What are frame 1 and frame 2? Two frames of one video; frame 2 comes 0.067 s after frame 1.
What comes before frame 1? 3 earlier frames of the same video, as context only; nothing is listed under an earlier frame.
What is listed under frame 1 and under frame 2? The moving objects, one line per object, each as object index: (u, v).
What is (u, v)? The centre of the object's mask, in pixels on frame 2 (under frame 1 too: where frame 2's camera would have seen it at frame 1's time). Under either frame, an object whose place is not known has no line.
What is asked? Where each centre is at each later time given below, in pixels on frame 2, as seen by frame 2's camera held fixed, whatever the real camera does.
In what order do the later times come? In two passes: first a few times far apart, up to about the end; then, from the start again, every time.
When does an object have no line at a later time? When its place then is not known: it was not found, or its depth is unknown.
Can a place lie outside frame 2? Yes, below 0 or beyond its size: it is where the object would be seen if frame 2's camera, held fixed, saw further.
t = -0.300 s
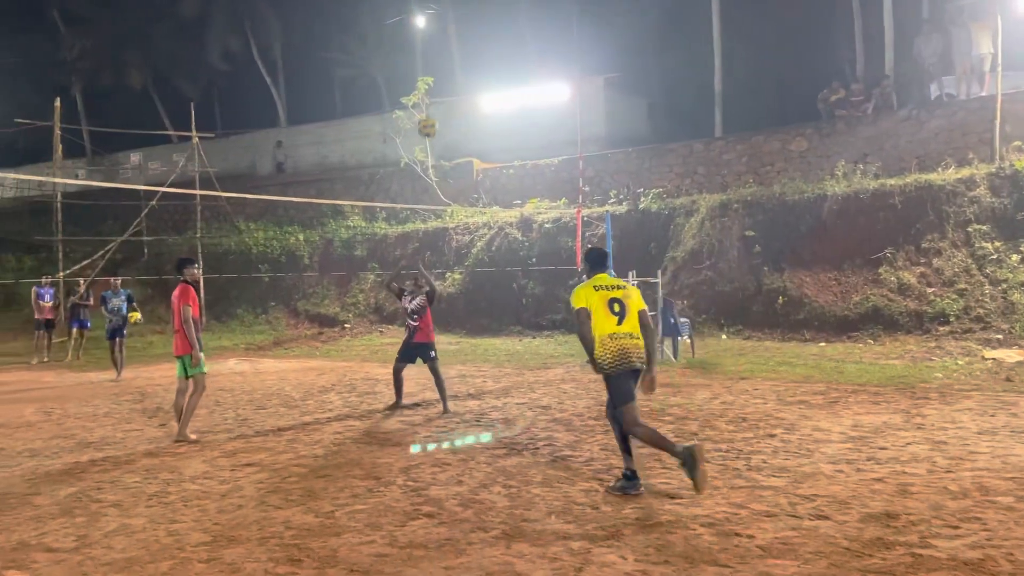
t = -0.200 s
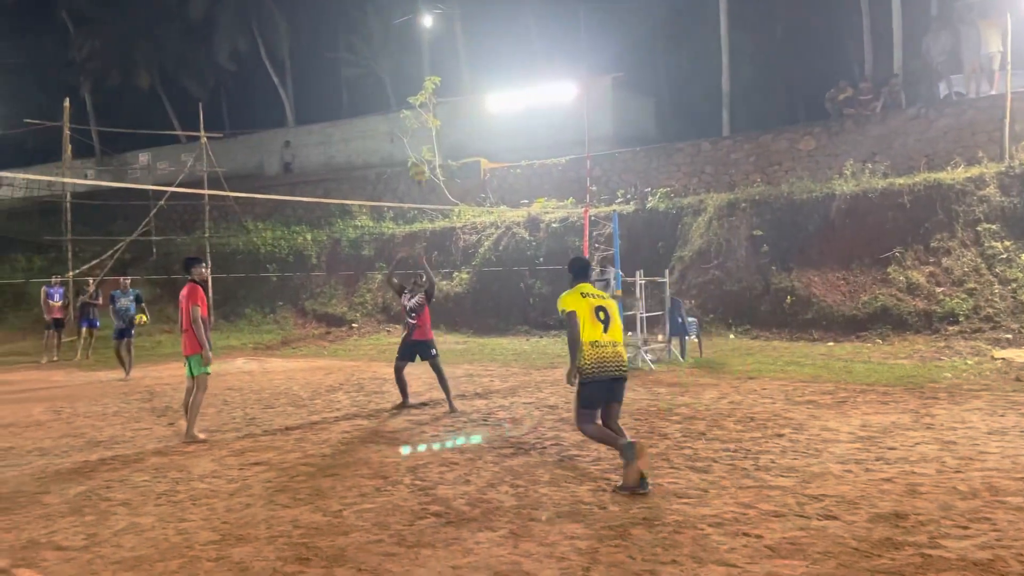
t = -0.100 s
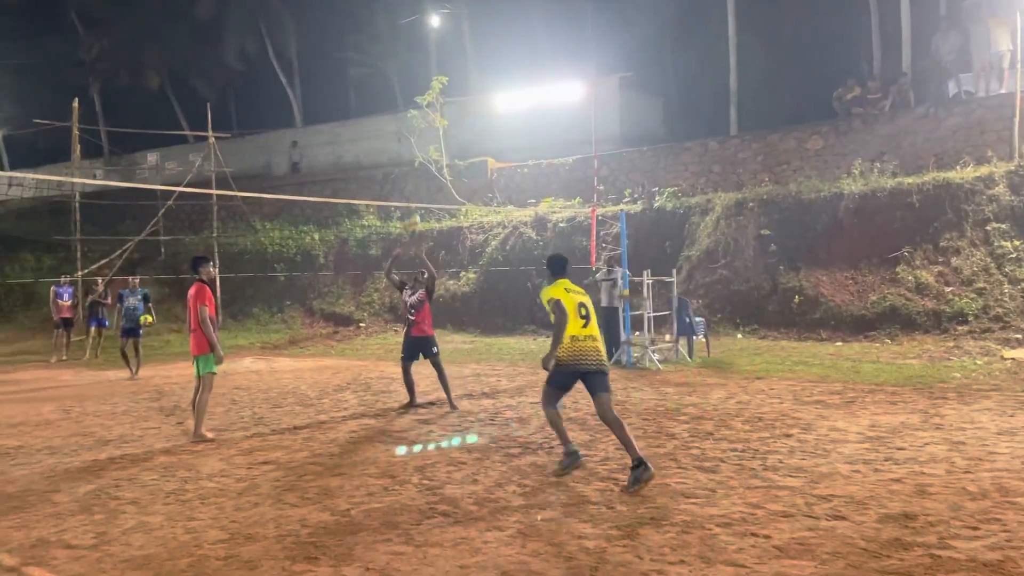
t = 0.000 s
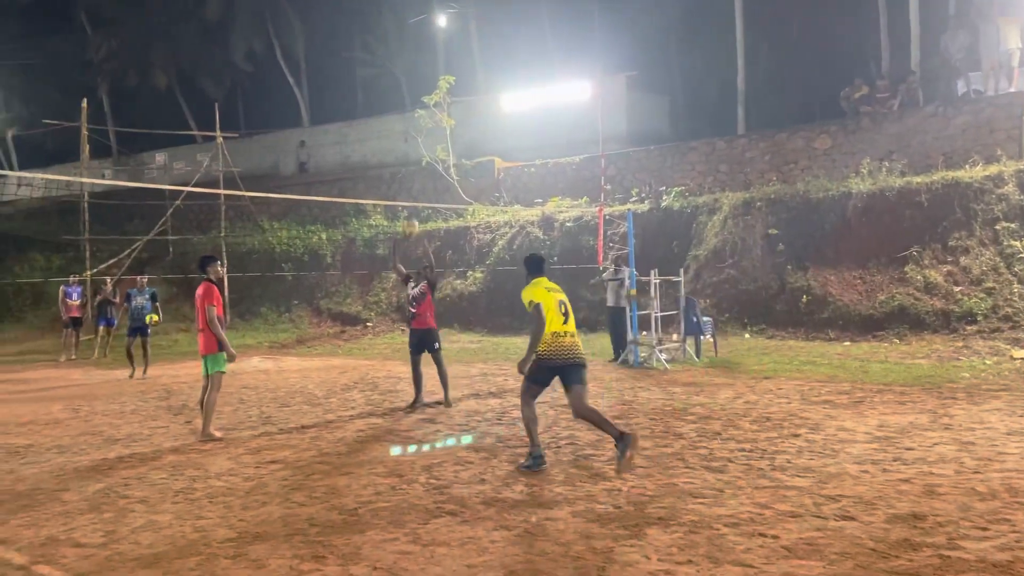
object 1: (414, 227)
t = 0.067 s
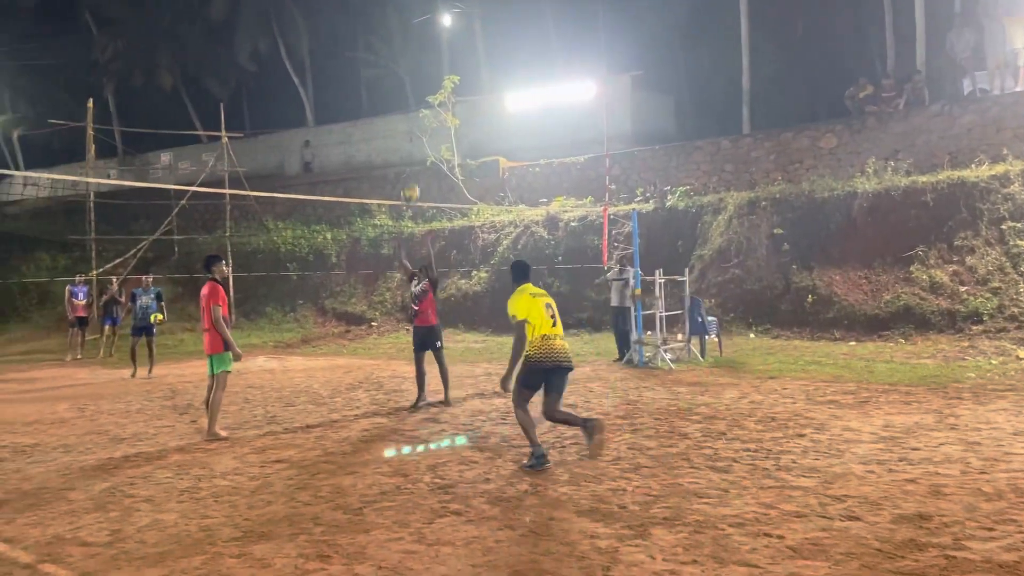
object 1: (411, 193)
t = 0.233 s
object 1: (402, 123)
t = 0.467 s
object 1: (391, 64)
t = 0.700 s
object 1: (382, 55)
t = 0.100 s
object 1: (409, 178)
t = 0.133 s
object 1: (407, 162)
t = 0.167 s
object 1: (405, 147)
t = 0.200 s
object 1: (404, 135)
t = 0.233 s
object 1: (402, 123)
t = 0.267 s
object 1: (401, 111)
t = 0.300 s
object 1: (399, 100)
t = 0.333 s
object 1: (397, 91)
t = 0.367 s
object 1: (396, 83)
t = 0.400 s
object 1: (394, 75)
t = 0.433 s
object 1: (393, 69)
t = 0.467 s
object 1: (391, 64)
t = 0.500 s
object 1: (390, 60)
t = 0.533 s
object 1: (388, 57)
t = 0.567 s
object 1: (387, 55)
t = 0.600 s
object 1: (386, 54)
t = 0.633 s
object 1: (385, 54)
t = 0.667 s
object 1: (384, 54)
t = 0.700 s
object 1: (382, 55)
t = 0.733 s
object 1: (381, 58)
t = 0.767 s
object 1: (379, 62)
